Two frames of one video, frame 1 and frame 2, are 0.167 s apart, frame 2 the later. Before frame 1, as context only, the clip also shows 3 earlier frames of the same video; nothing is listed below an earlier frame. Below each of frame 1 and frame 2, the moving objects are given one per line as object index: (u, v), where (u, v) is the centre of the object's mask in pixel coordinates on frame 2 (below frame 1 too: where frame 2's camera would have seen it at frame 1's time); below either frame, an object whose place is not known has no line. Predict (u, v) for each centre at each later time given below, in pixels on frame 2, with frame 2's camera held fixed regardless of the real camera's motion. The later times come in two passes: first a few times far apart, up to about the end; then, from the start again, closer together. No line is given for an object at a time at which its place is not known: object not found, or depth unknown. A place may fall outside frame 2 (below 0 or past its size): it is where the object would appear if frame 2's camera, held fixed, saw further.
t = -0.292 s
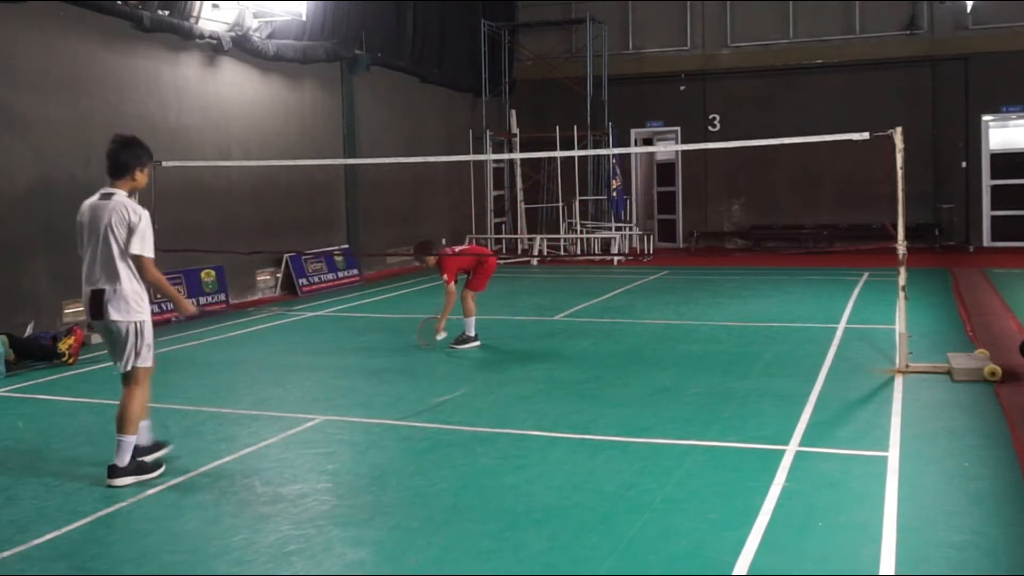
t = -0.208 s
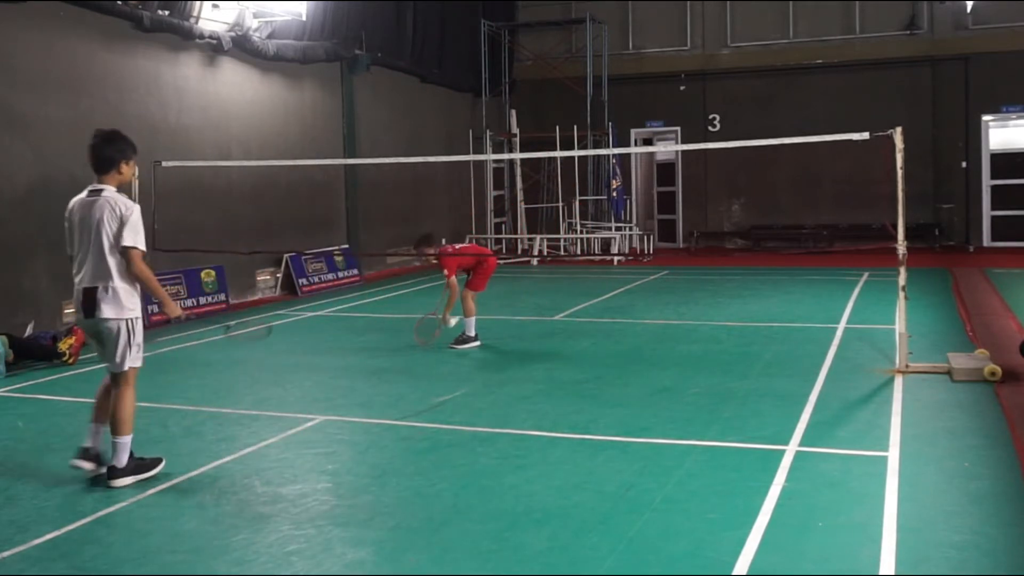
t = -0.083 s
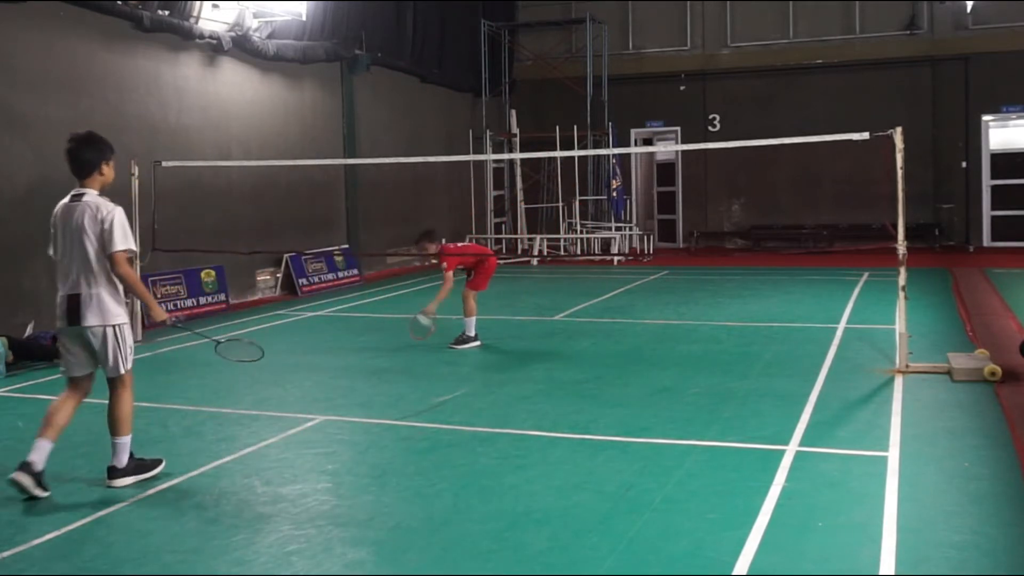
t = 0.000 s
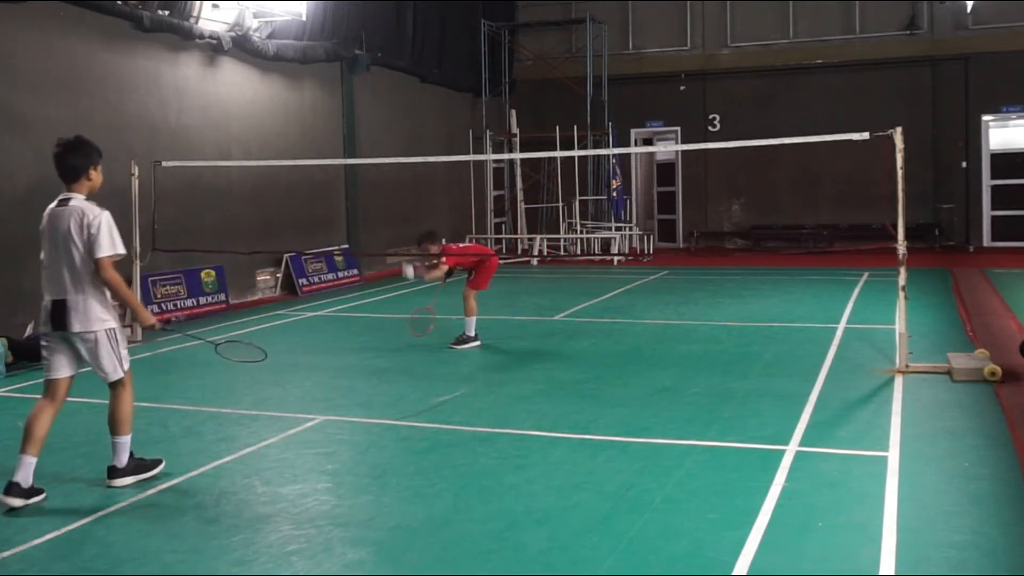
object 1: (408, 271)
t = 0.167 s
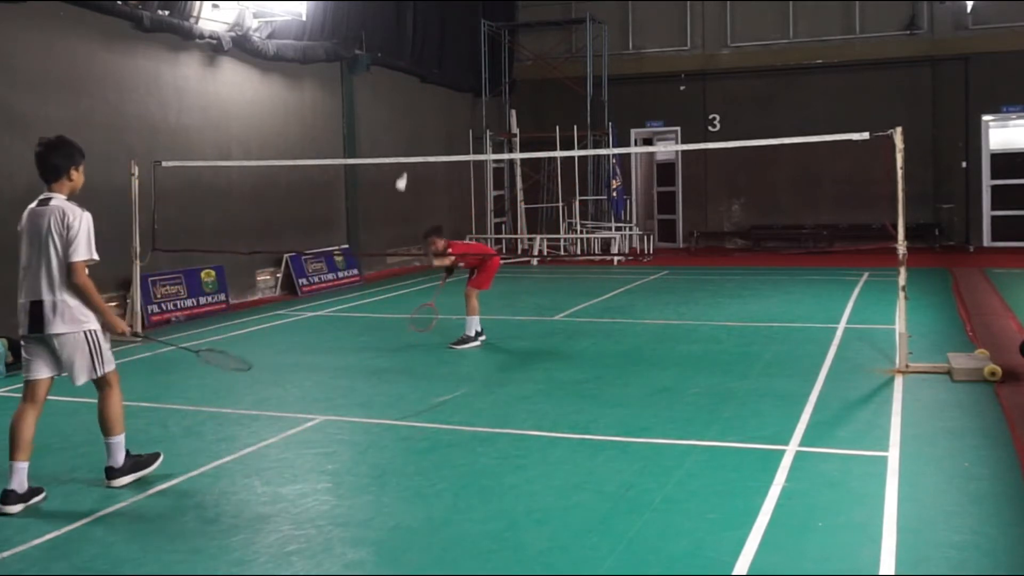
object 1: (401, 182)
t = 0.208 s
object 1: (404, 169)
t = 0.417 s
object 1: (410, 124)
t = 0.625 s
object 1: (409, 146)
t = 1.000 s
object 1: (422, 367)
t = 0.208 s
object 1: (404, 169)
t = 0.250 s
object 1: (407, 152)
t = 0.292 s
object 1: (408, 142)
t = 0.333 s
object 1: (409, 133)
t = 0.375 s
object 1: (410, 127)
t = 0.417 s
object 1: (410, 124)
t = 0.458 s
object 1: (410, 122)
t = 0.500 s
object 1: (409, 124)
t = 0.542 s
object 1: (409, 128)
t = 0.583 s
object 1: (409, 136)
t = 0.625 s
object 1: (409, 146)
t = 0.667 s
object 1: (410, 161)
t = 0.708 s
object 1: (411, 177)
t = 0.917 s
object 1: (419, 301)
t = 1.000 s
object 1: (422, 367)
